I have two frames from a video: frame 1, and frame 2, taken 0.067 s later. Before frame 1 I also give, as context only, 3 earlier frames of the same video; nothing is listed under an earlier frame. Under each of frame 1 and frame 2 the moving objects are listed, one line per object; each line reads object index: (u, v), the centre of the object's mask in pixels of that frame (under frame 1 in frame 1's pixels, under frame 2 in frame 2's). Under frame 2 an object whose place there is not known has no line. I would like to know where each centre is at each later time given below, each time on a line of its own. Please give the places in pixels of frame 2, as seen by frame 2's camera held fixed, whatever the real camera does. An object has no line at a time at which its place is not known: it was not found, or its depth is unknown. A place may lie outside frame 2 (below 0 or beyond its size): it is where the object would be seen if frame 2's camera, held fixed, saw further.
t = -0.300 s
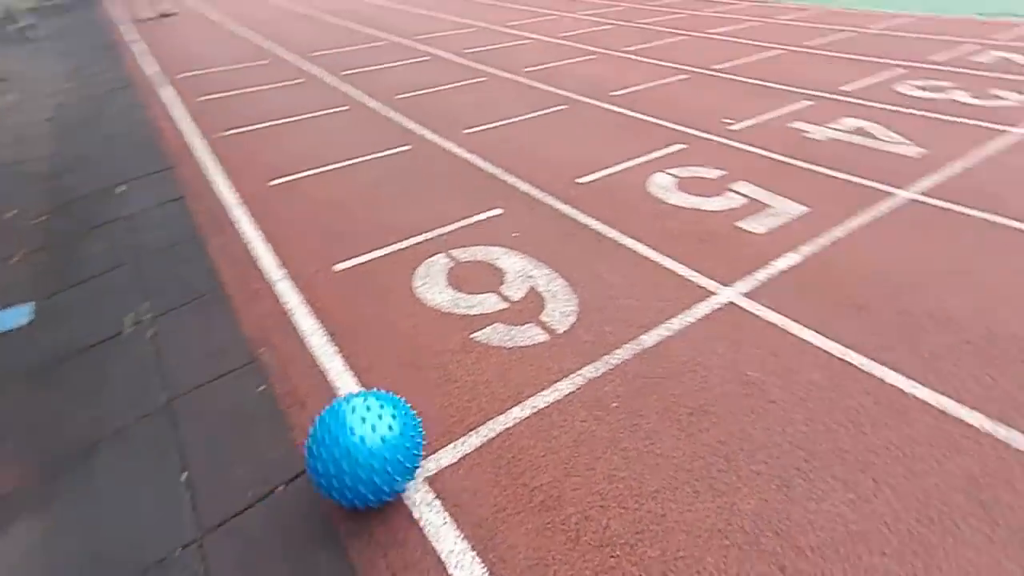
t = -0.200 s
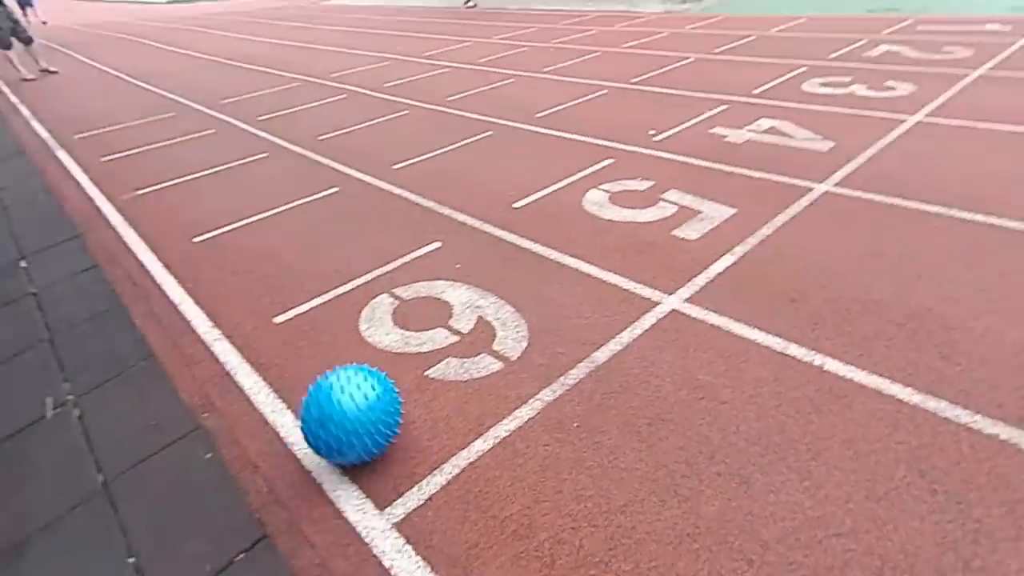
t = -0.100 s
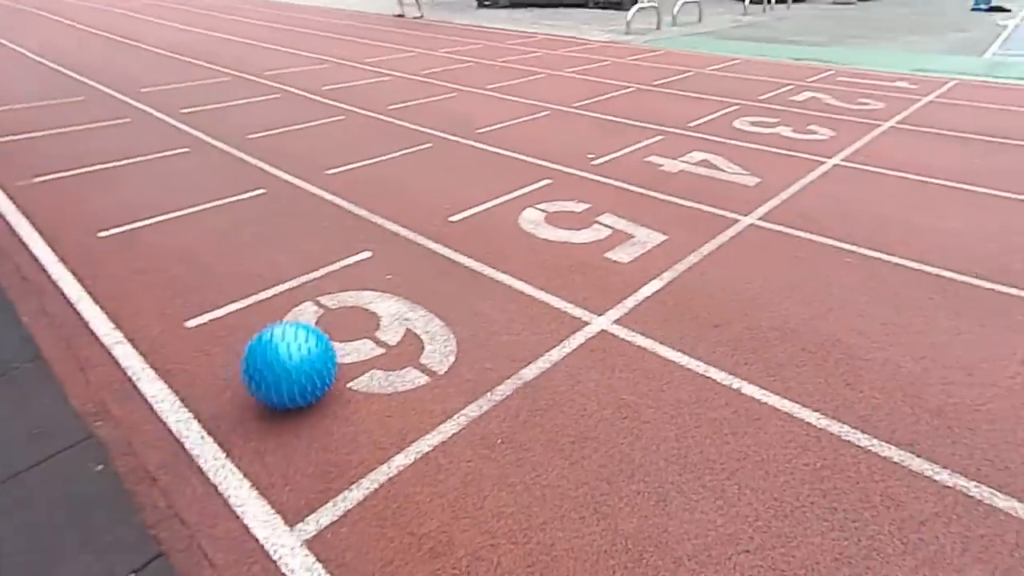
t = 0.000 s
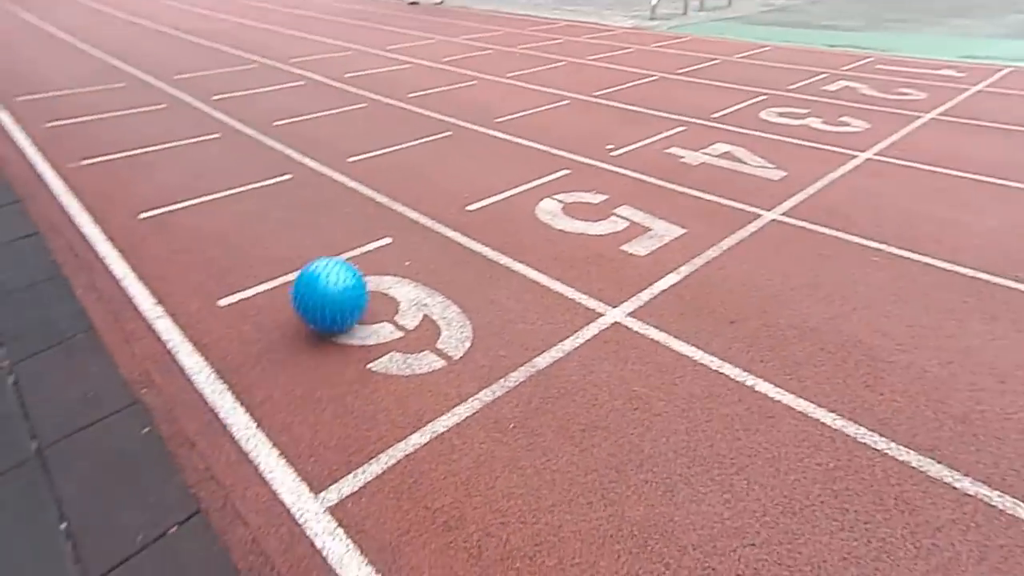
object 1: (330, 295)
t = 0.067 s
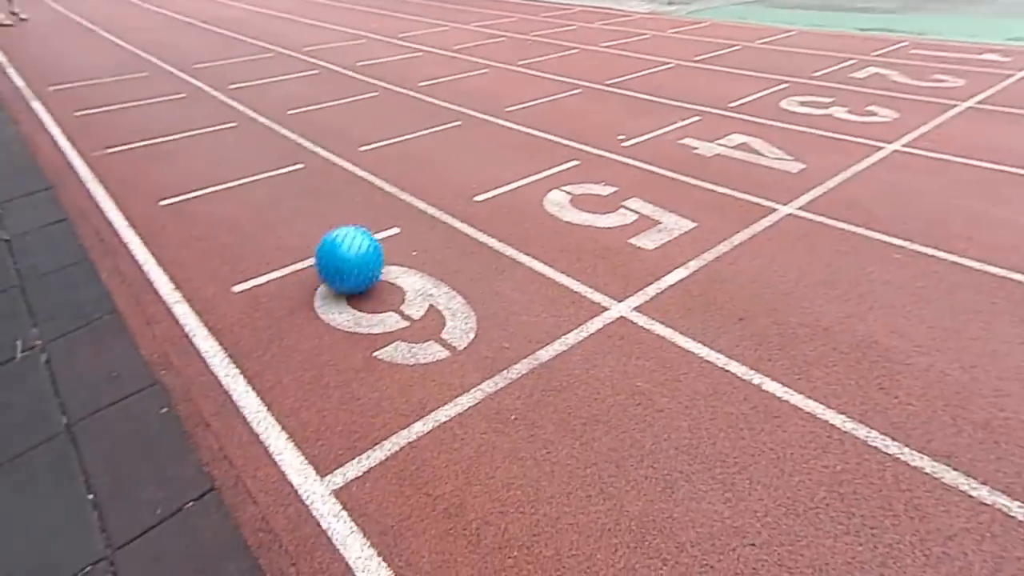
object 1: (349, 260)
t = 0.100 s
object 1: (355, 247)
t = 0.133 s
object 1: (361, 239)
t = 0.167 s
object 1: (365, 230)
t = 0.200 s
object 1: (369, 219)
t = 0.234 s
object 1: (374, 211)
